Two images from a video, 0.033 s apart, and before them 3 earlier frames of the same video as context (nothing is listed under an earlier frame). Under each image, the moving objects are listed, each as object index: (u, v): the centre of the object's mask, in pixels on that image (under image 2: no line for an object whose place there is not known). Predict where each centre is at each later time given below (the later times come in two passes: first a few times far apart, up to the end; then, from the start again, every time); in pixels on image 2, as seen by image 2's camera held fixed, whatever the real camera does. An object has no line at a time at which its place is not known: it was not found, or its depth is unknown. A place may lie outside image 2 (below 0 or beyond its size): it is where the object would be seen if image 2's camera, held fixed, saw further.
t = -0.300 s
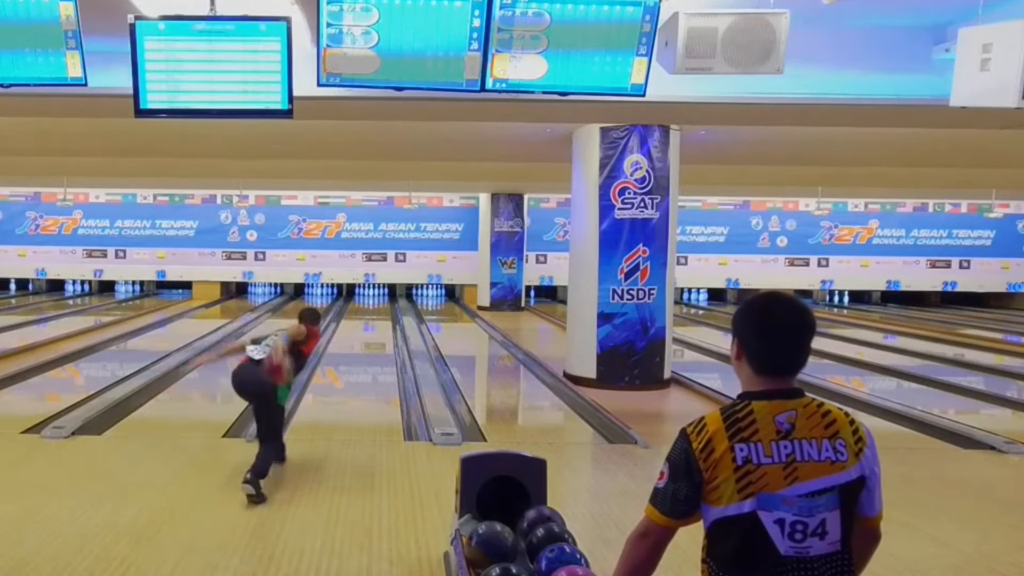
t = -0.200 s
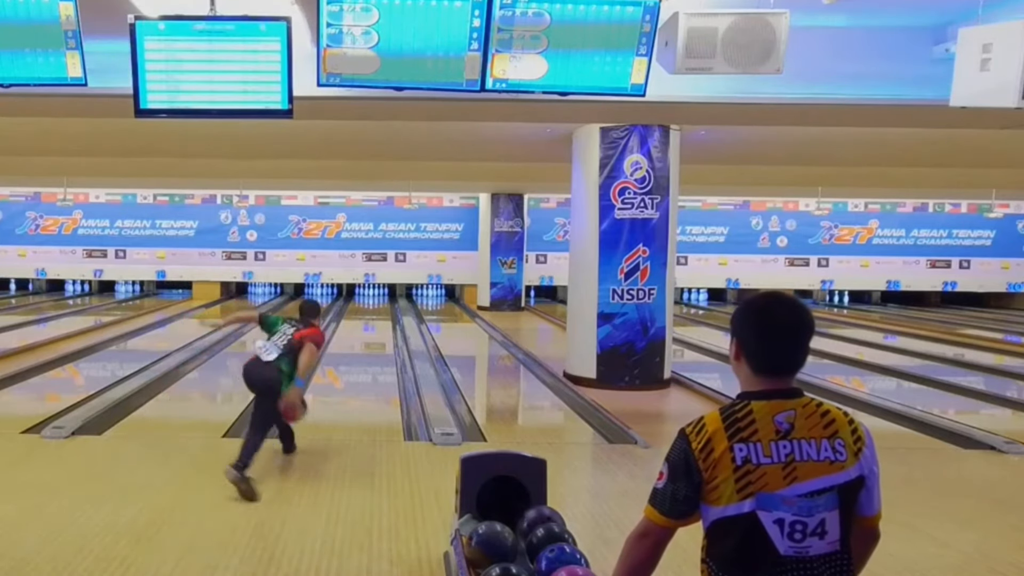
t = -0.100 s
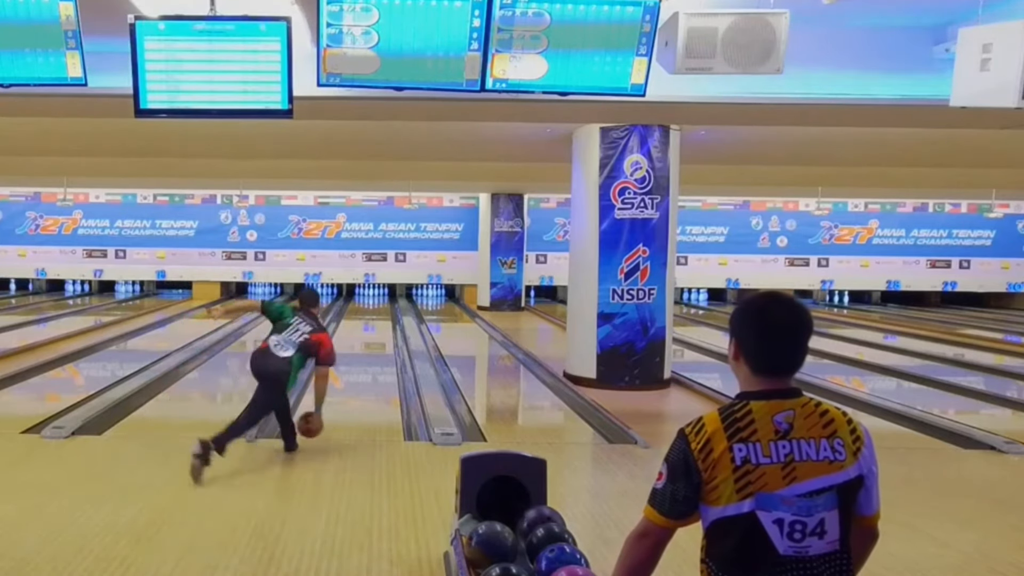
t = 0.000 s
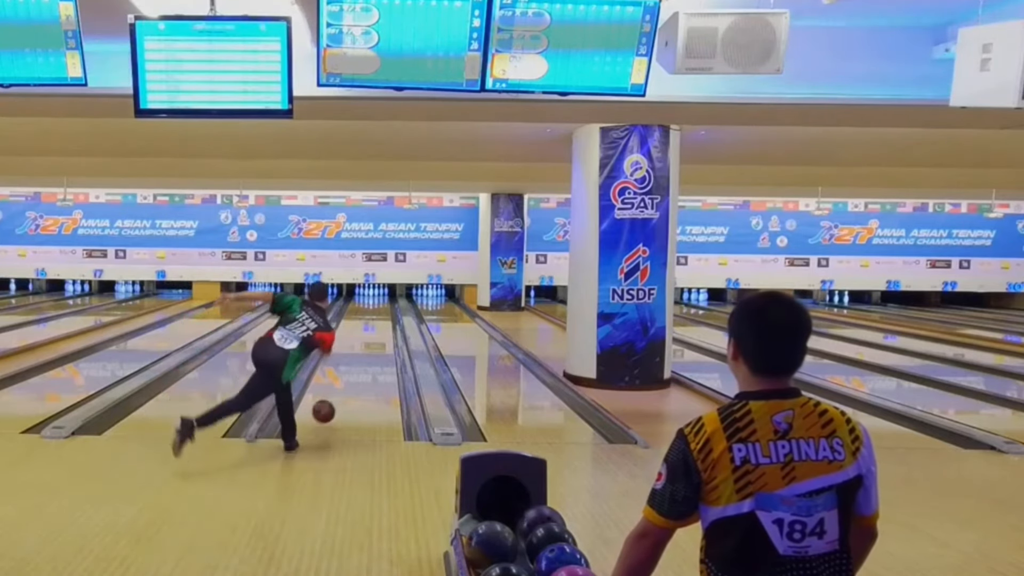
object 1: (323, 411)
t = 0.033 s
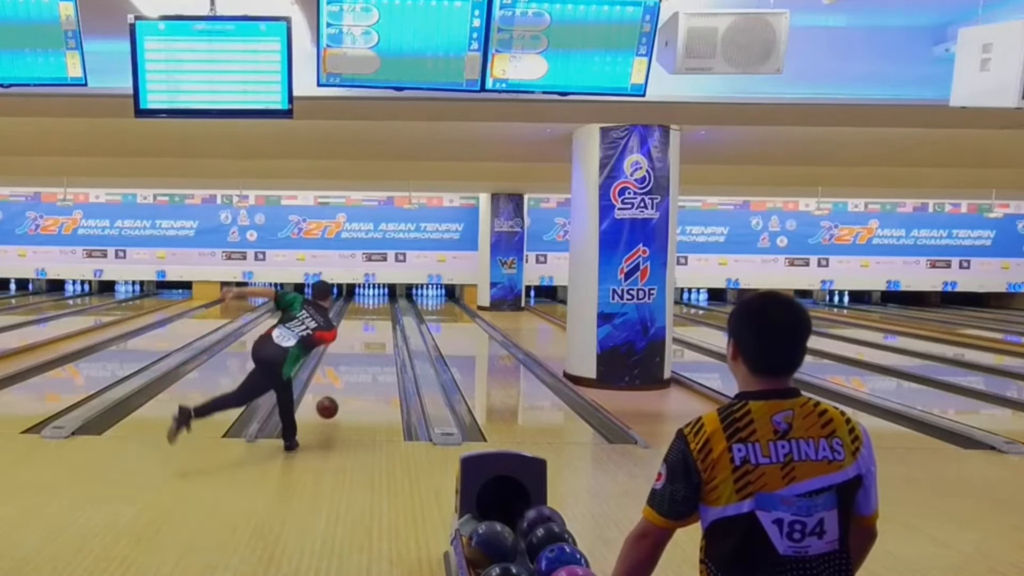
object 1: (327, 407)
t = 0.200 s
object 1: (341, 387)
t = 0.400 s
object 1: (353, 365)
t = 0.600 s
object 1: (362, 348)
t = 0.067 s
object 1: (330, 405)
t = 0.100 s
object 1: (334, 401)
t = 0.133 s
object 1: (336, 396)
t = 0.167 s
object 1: (339, 391)
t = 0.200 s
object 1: (341, 387)
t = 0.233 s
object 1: (344, 382)
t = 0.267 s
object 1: (345, 378)
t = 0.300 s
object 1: (347, 374)
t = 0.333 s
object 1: (350, 371)
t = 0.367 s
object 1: (352, 368)
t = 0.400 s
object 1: (353, 365)
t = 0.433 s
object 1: (355, 361)
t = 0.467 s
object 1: (357, 359)
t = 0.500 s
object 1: (358, 356)
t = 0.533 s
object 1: (360, 353)
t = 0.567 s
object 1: (361, 351)
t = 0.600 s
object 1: (362, 348)
